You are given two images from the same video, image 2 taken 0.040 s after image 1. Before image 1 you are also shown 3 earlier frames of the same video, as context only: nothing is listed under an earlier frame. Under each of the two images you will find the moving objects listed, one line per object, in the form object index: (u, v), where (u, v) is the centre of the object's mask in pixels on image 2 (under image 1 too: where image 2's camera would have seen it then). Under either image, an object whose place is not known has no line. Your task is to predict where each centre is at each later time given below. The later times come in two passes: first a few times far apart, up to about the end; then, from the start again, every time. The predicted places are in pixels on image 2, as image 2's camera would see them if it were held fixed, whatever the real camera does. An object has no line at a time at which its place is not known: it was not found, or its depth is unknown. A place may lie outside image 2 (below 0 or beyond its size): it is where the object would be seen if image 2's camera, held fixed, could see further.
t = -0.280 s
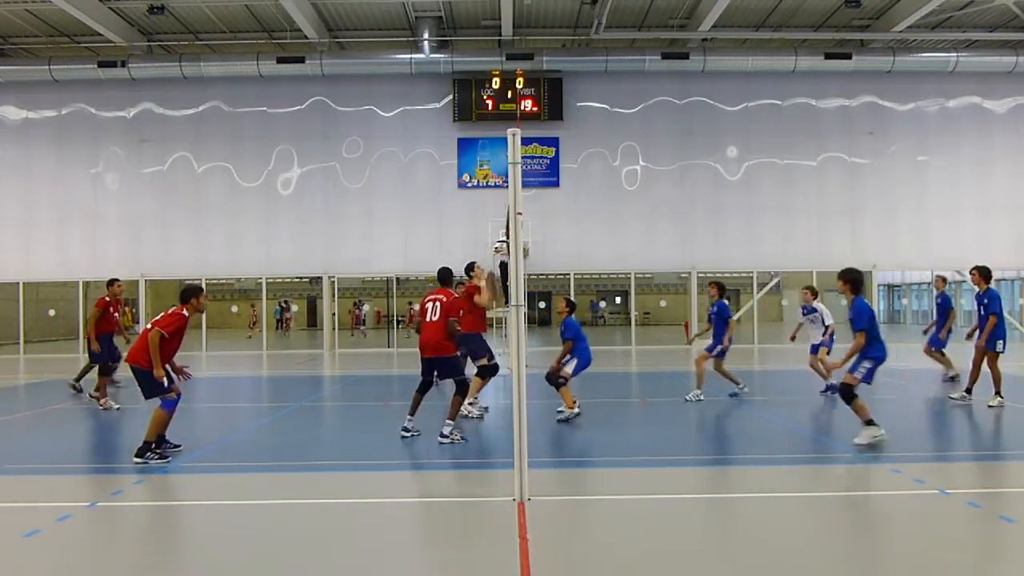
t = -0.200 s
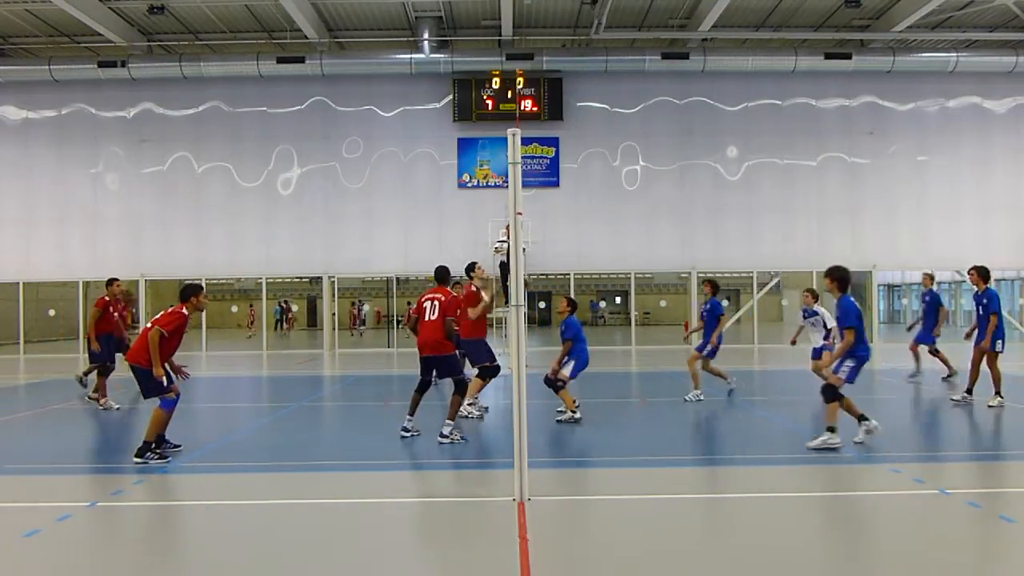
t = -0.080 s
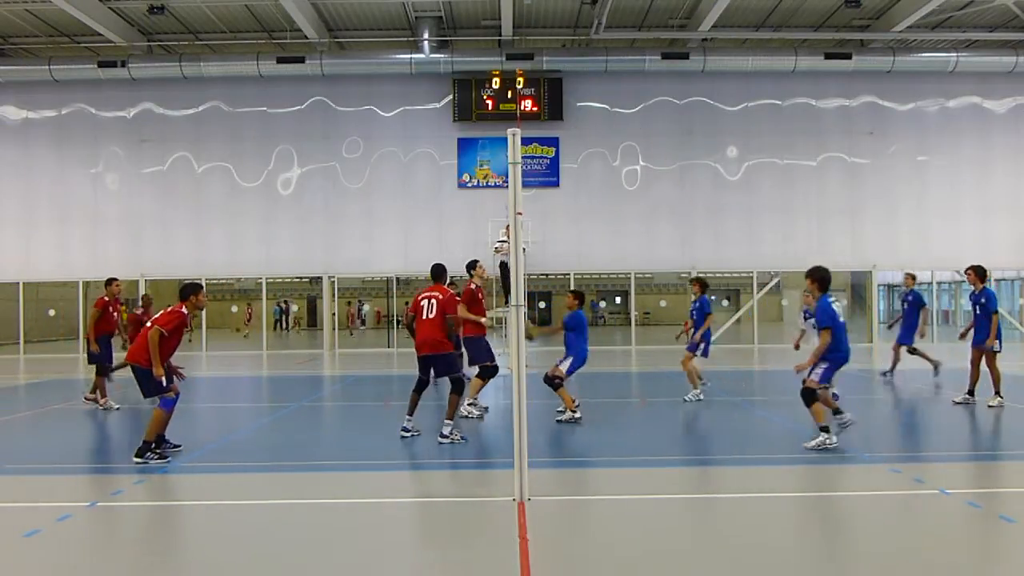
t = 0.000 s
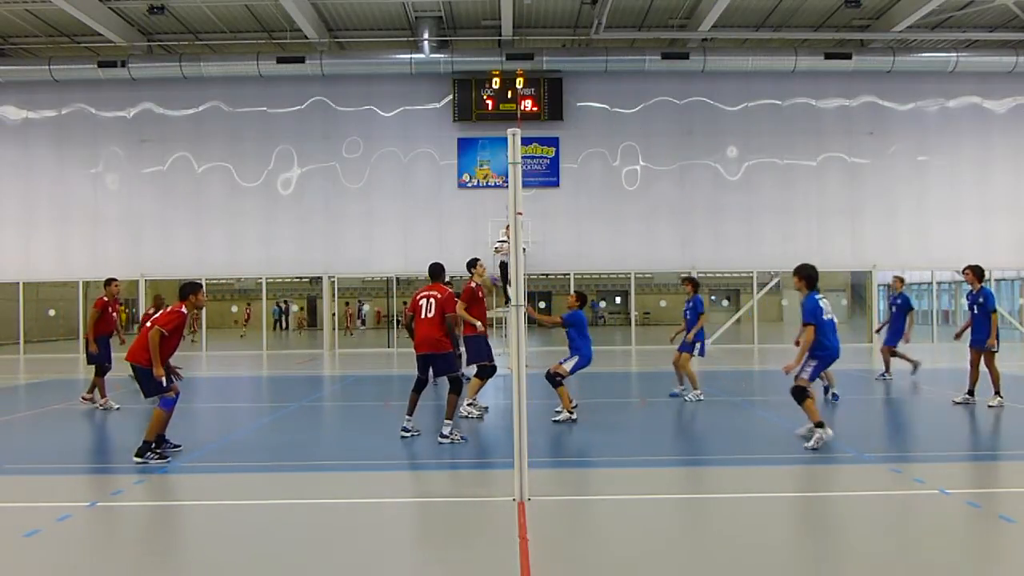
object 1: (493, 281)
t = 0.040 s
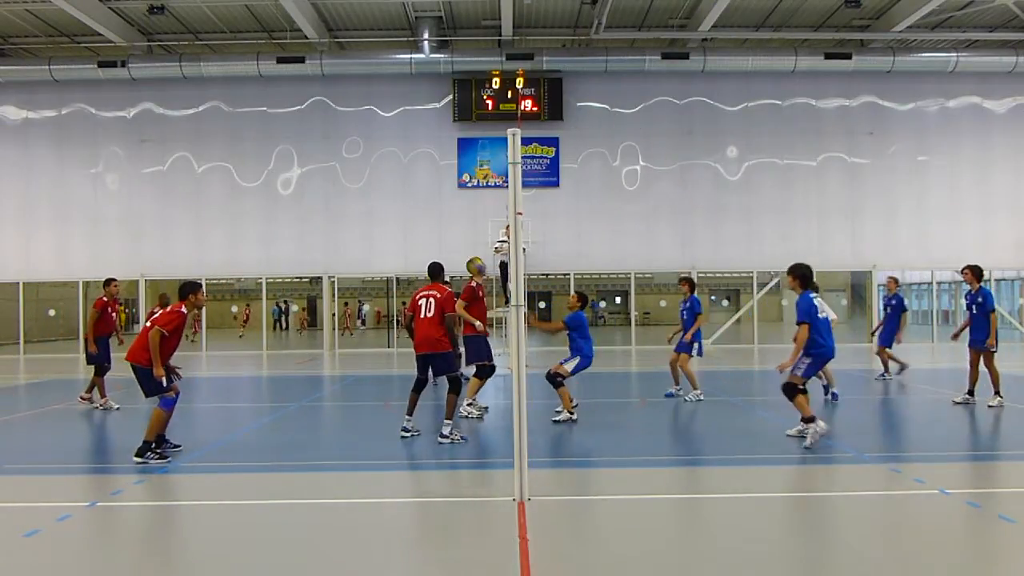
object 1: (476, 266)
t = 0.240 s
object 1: (407, 216)
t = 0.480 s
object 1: (326, 193)
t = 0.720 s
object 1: (248, 215)
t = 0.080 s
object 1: (462, 255)
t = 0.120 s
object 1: (448, 243)
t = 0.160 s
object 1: (435, 233)
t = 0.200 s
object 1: (420, 223)
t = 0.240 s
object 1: (407, 216)
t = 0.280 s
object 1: (393, 208)
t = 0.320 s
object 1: (380, 202)
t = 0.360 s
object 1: (367, 199)
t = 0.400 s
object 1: (353, 196)
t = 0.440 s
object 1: (339, 194)
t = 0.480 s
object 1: (326, 193)
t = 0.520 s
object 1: (312, 194)
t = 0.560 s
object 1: (300, 195)
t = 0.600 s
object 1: (287, 199)
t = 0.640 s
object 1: (274, 204)
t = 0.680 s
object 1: (260, 209)
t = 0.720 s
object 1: (248, 215)
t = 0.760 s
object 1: (235, 224)
